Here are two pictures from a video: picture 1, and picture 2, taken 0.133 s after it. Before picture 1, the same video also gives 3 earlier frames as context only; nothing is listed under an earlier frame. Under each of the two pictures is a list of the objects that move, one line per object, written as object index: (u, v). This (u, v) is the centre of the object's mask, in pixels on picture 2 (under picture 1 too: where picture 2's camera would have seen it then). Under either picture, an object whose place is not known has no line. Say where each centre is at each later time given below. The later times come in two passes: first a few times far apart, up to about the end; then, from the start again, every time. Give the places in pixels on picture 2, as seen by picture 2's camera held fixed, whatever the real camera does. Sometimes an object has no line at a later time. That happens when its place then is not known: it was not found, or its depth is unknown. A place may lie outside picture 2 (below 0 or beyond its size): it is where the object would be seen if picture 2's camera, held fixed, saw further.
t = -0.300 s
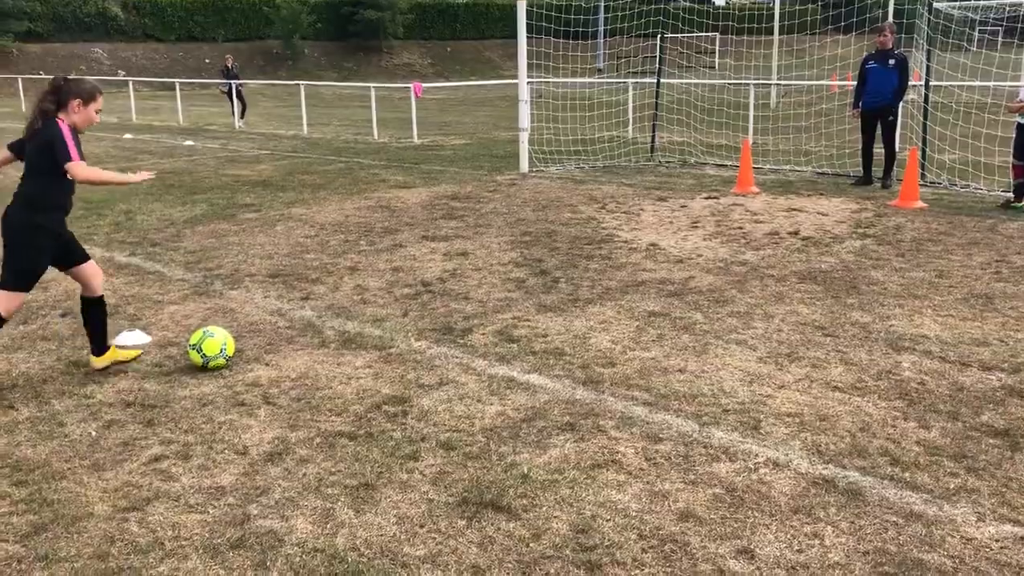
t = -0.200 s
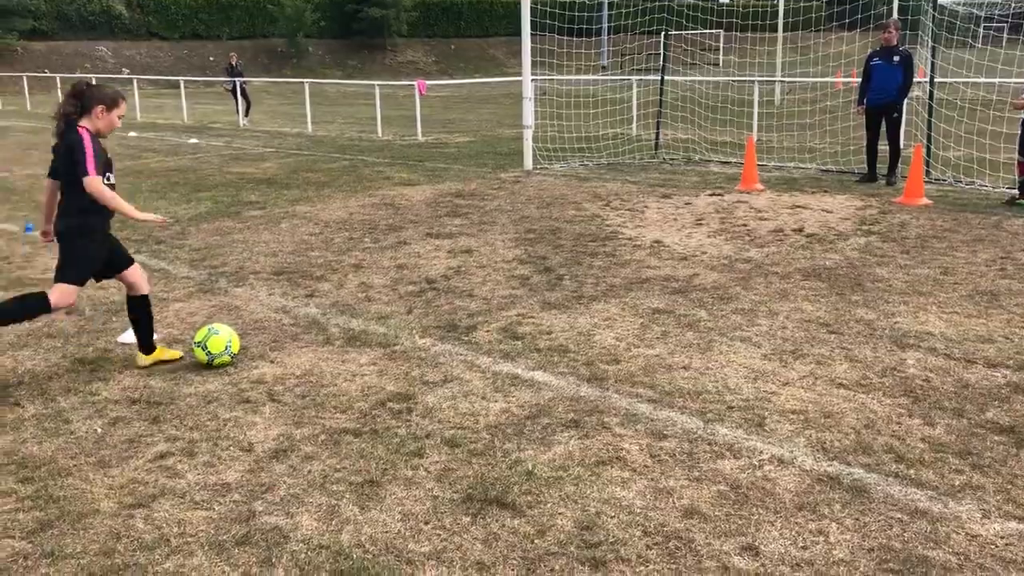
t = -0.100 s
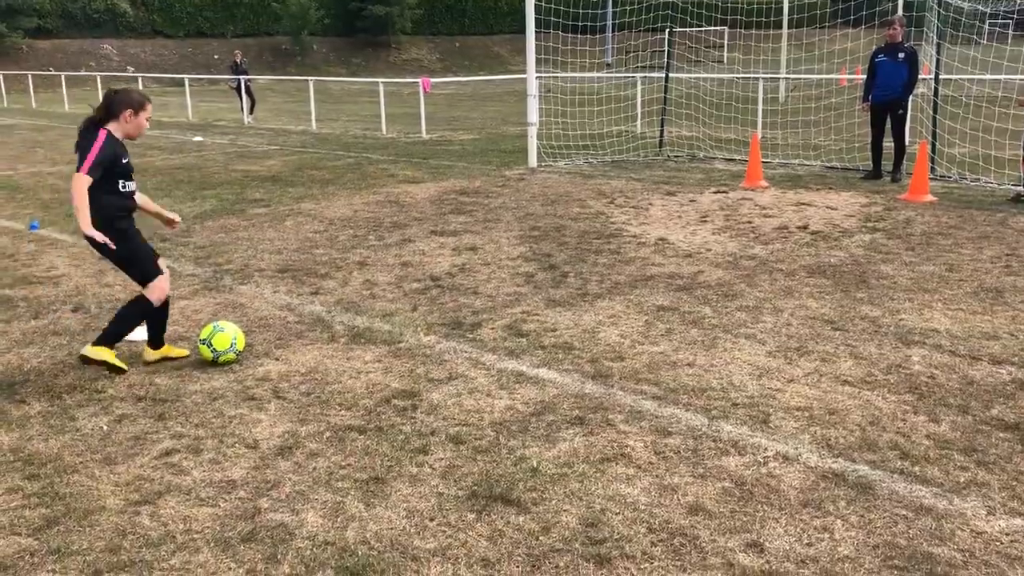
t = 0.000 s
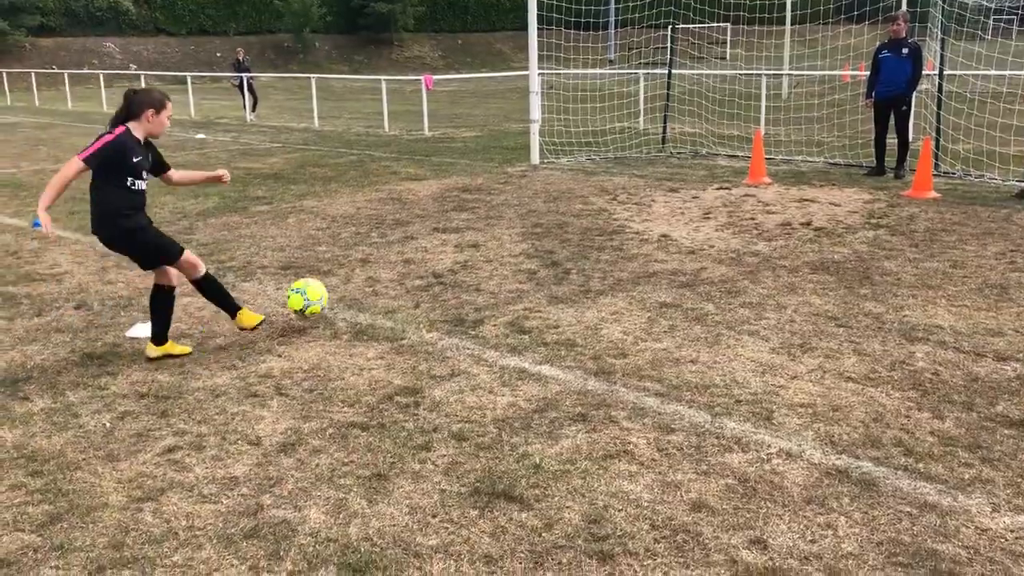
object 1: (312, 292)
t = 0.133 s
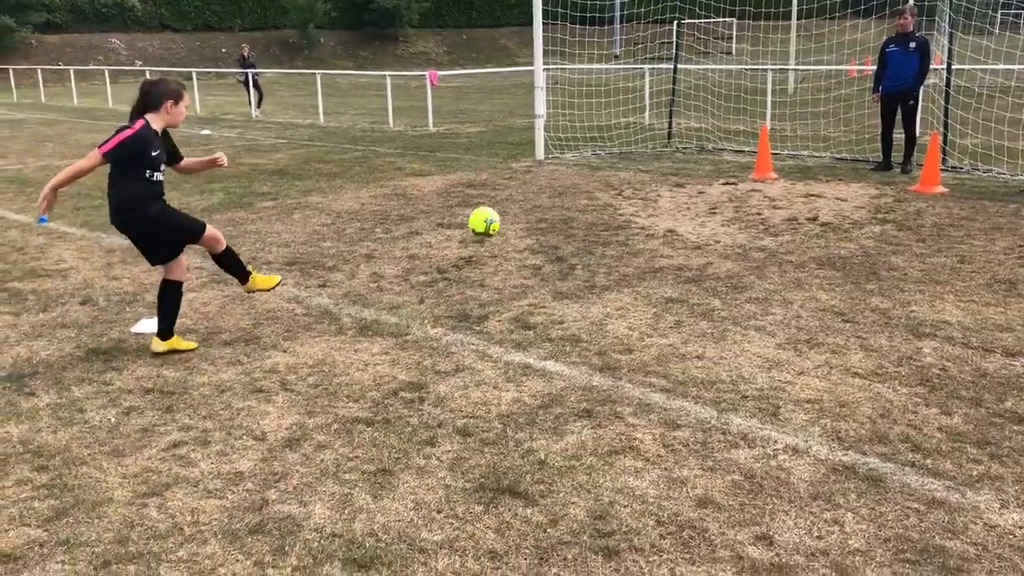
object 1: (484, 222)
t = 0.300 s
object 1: (618, 195)
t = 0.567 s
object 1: (736, 153)
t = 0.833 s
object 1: (804, 152)
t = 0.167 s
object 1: (517, 212)
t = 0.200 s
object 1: (546, 205)
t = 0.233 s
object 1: (572, 200)
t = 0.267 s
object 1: (596, 197)
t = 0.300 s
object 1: (618, 195)
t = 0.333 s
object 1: (637, 188)
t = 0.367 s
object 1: (655, 182)
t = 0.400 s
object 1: (672, 178)
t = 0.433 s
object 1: (686, 173)
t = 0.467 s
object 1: (700, 166)
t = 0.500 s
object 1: (713, 160)
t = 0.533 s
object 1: (725, 157)
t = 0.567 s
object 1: (736, 153)
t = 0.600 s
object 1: (747, 153)
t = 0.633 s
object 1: (752, 152)
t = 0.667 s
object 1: (772, 154)
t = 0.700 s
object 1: (778, 156)
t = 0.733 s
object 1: (785, 157)
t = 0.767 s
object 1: (792, 154)
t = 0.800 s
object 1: (798, 152)
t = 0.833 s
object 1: (804, 152)
